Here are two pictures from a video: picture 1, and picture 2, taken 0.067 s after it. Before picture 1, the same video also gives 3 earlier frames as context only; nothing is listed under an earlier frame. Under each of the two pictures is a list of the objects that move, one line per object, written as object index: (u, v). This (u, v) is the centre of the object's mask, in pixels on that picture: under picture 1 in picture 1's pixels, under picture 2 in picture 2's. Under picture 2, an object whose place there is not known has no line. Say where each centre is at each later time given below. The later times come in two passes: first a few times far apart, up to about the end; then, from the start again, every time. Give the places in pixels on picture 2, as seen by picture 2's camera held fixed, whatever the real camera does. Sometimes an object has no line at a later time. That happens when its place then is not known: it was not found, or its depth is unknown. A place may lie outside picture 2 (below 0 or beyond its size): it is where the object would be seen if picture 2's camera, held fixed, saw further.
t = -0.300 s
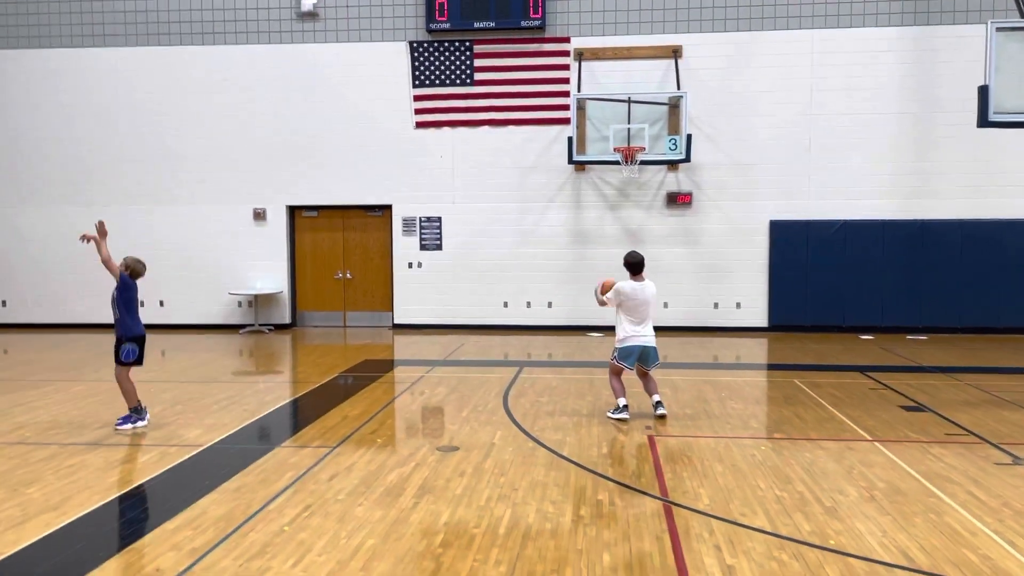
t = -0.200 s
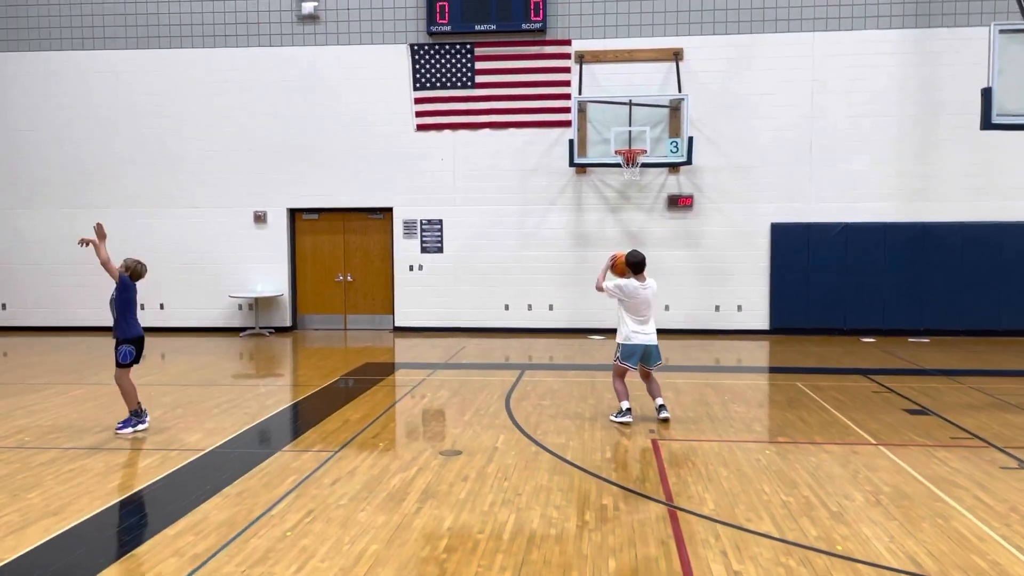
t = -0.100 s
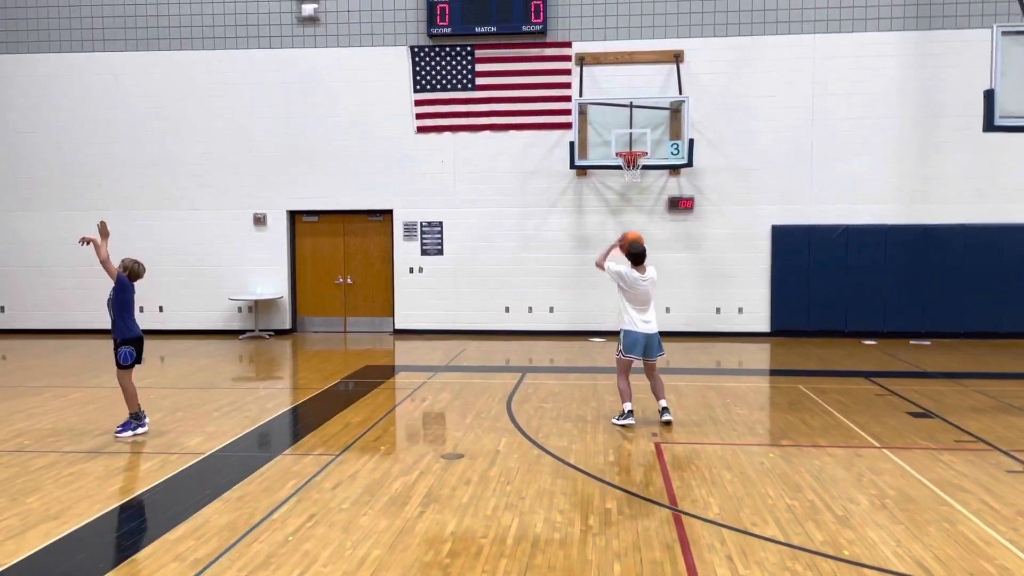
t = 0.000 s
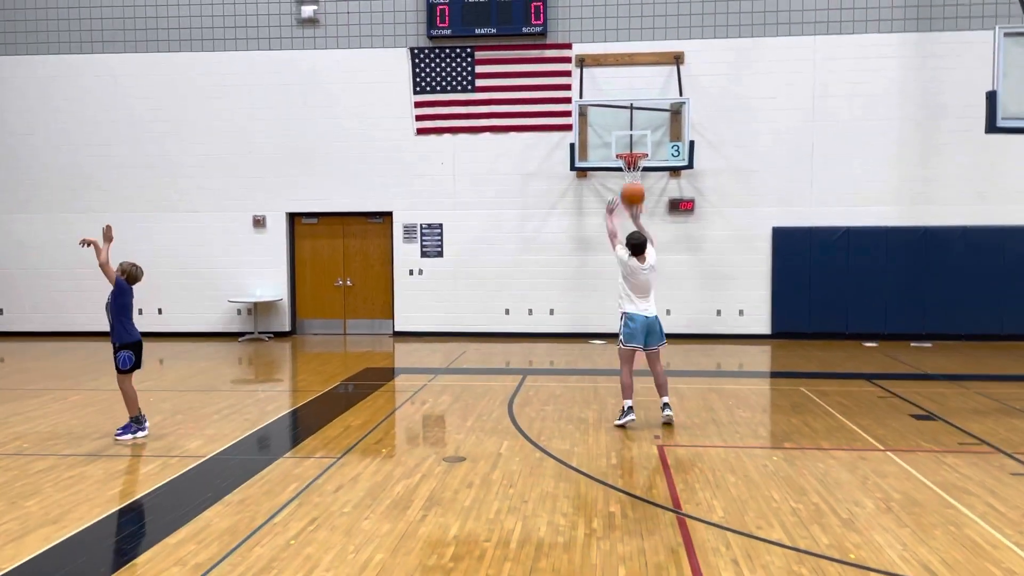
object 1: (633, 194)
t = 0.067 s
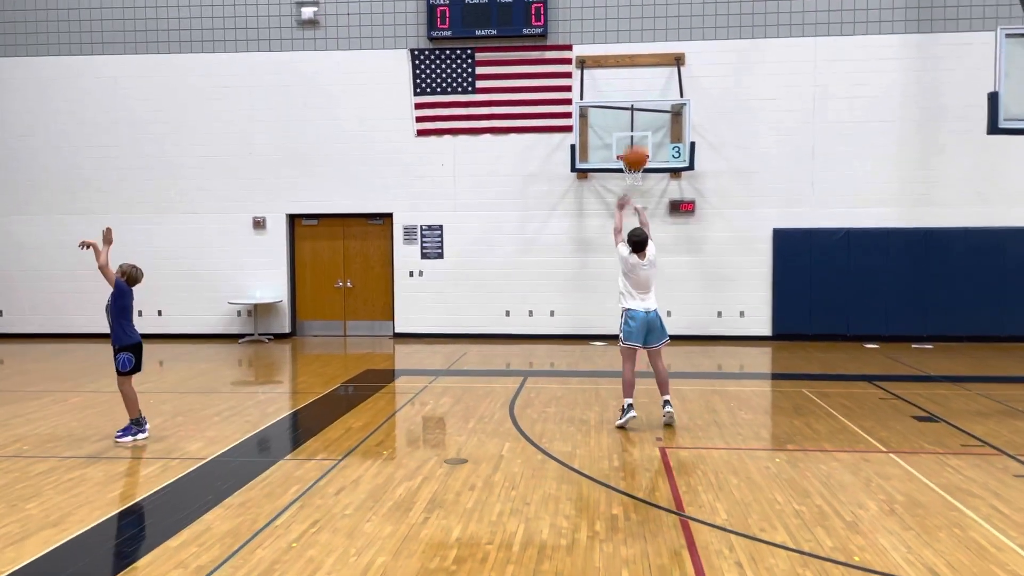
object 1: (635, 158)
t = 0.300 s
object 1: (640, 71)
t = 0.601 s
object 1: (642, 44)
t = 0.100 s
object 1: (636, 141)
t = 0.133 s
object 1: (637, 126)
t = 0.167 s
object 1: (637, 112)
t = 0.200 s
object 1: (638, 100)
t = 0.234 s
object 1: (639, 89)
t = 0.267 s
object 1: (639, 79)
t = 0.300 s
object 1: (640, 71)
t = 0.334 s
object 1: (640, 64)
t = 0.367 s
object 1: (641, 58)
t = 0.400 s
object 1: (641, 52)
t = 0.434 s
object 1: (641, 49)
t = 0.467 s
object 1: (641, 45)
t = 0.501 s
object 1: (642, 44)
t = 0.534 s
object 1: (642, 43)
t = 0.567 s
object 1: (642, 43)
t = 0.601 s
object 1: (642, 44)
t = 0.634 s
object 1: (643, 46)
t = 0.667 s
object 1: (643, 48)
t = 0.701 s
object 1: (643, 51)
